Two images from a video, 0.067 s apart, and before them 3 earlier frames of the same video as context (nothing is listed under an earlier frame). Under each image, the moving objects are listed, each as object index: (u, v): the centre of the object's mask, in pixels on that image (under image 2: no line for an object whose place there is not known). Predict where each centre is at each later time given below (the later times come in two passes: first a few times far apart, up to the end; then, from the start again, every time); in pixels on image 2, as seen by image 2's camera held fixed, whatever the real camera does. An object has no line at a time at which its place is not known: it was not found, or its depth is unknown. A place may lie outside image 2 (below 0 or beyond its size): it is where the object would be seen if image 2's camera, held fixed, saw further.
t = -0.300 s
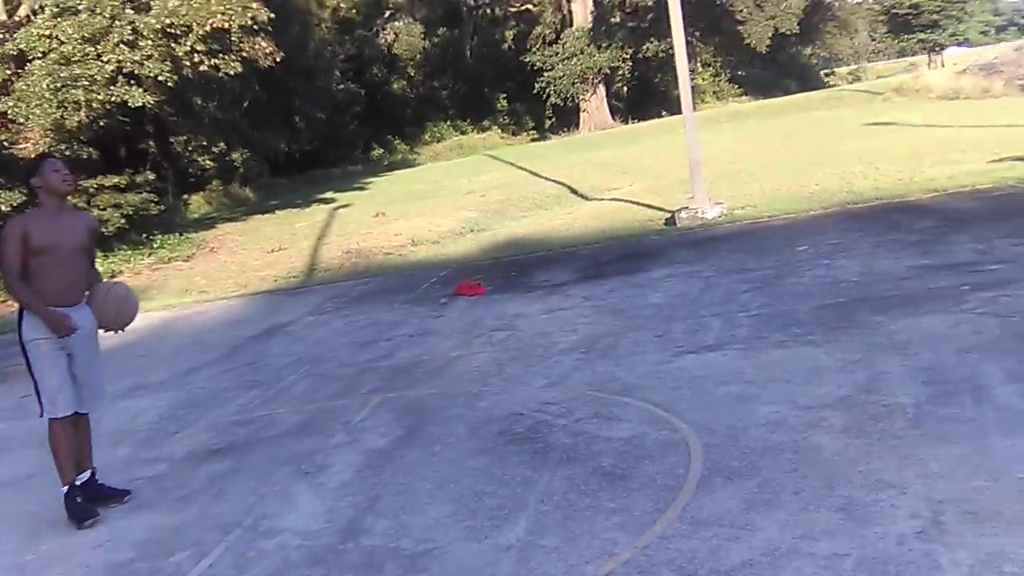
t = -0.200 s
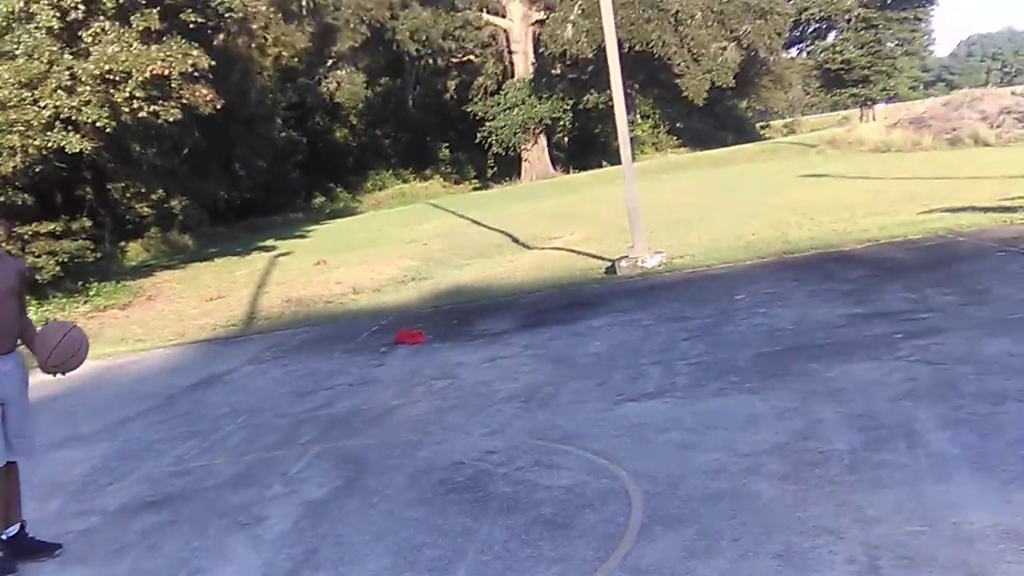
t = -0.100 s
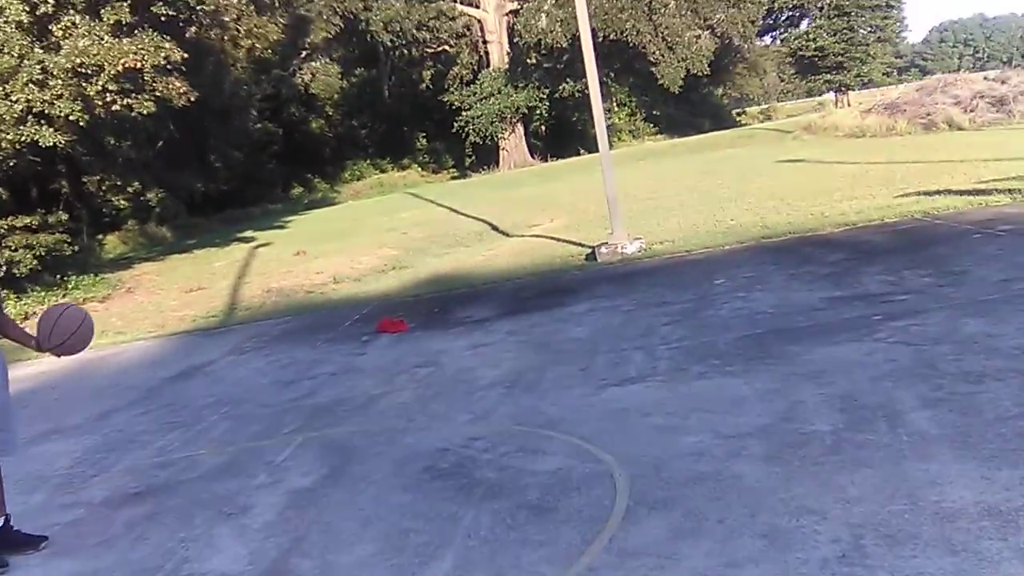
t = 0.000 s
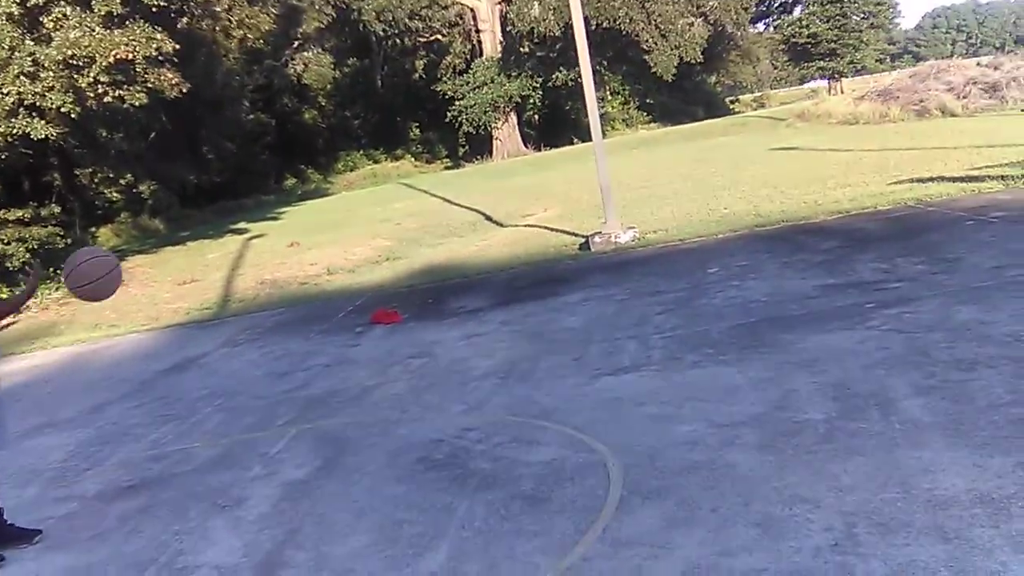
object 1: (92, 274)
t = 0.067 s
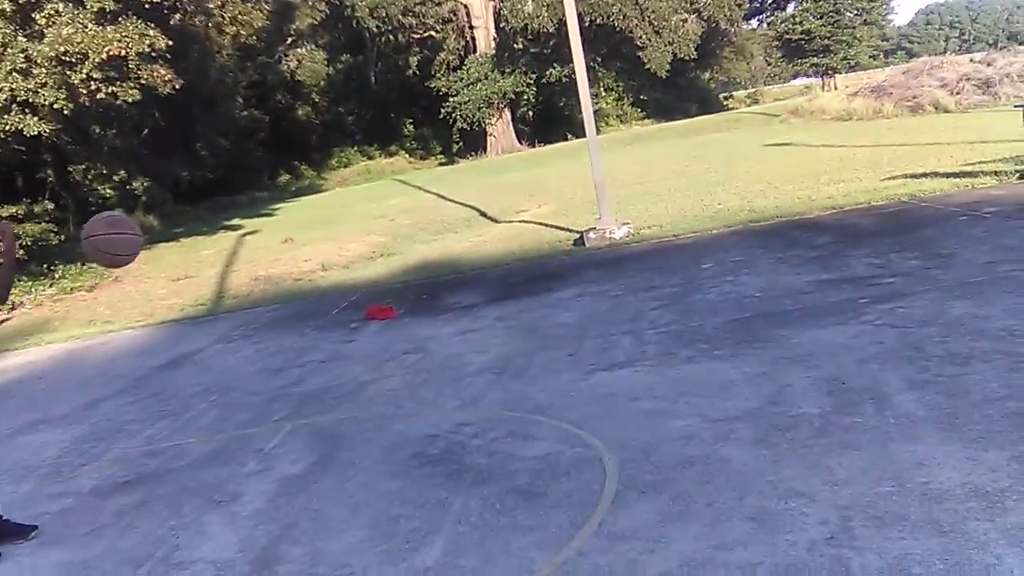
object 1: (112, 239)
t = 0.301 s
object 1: (232, 205)
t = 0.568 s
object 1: (433, 347)
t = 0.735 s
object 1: (574, 488)
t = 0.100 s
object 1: (127, 227)
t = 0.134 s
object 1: (143, 217)
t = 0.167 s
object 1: (159, 210)
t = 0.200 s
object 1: (176, 202)
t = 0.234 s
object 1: (194, 203)
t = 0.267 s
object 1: (211, 203)
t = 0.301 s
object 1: (232, 205)
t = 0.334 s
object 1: (254, 210)
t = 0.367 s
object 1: (276, 219)
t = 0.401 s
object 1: (300, 232)
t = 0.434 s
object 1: (325, 247)
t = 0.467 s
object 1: (351, 268)
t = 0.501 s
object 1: (377, 290)
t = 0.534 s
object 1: (404, 316)
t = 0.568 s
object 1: (433, 347)
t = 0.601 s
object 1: (461, 381)
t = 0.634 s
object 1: (492, 420)
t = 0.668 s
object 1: (523, 461)
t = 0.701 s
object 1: (554, 508)
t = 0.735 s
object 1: (574, 488)
